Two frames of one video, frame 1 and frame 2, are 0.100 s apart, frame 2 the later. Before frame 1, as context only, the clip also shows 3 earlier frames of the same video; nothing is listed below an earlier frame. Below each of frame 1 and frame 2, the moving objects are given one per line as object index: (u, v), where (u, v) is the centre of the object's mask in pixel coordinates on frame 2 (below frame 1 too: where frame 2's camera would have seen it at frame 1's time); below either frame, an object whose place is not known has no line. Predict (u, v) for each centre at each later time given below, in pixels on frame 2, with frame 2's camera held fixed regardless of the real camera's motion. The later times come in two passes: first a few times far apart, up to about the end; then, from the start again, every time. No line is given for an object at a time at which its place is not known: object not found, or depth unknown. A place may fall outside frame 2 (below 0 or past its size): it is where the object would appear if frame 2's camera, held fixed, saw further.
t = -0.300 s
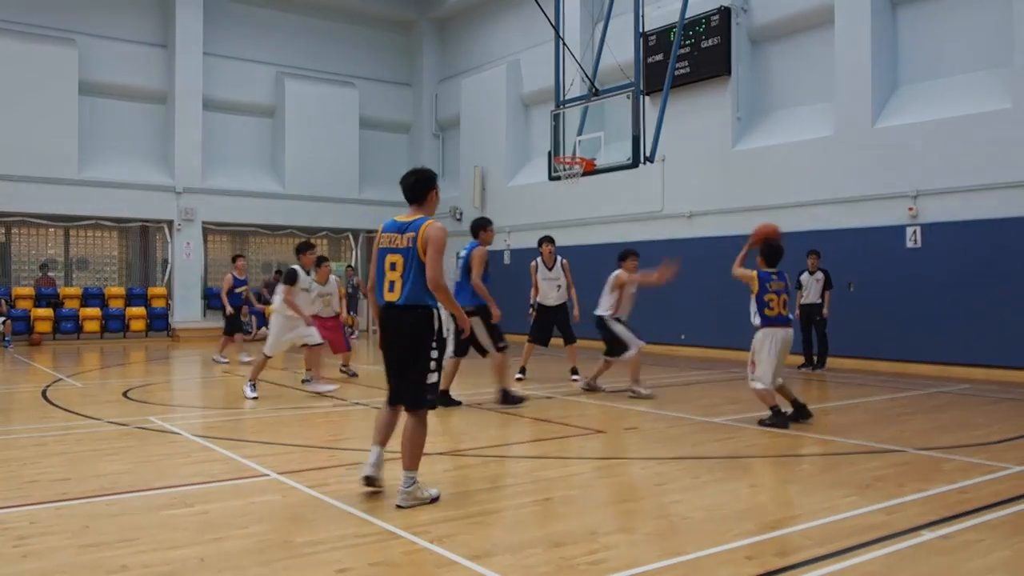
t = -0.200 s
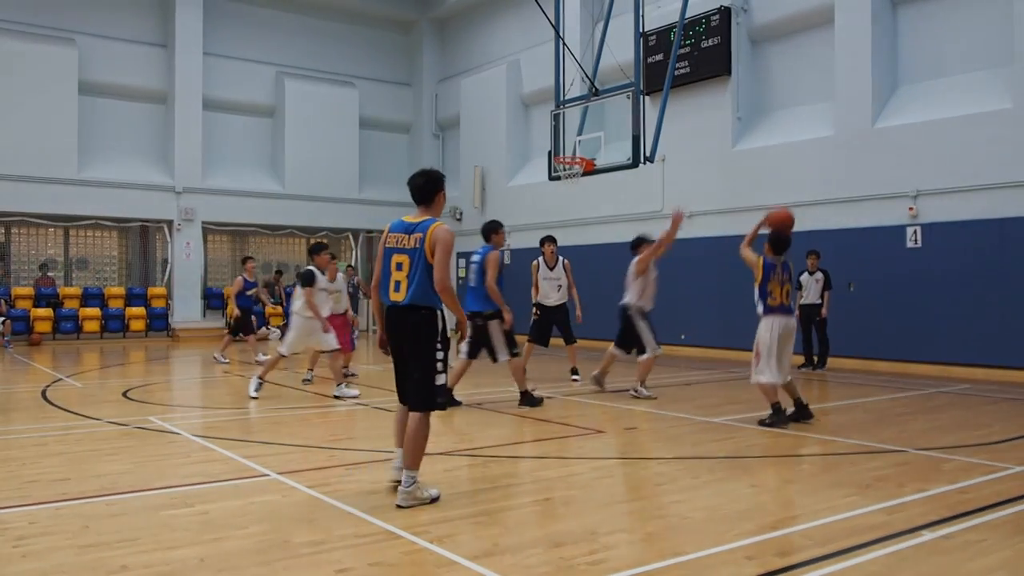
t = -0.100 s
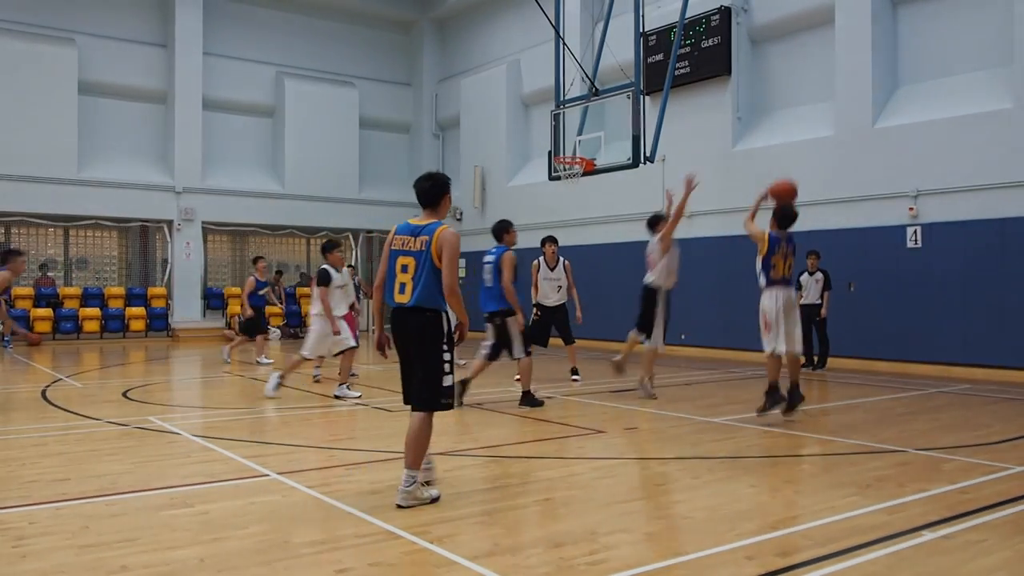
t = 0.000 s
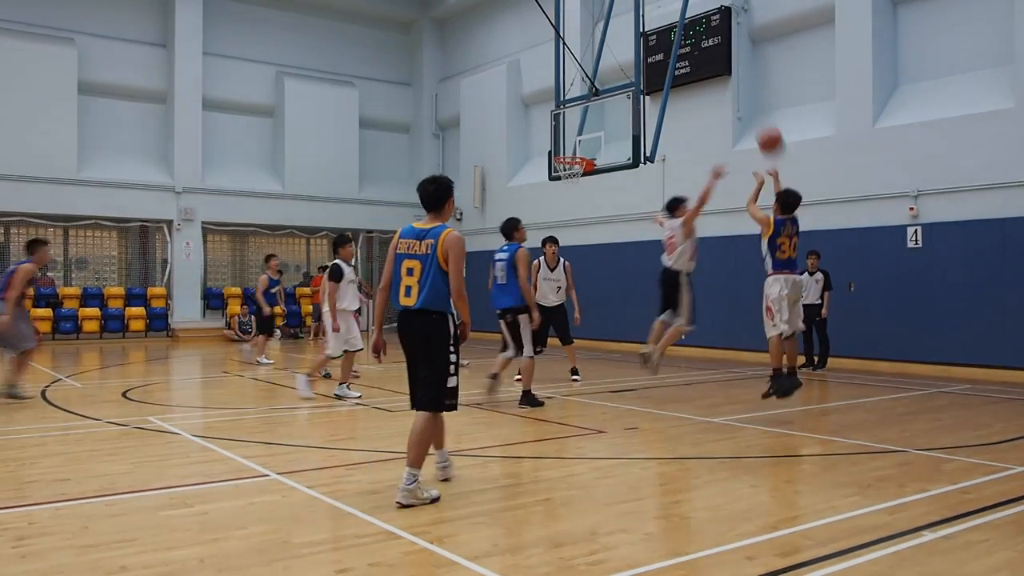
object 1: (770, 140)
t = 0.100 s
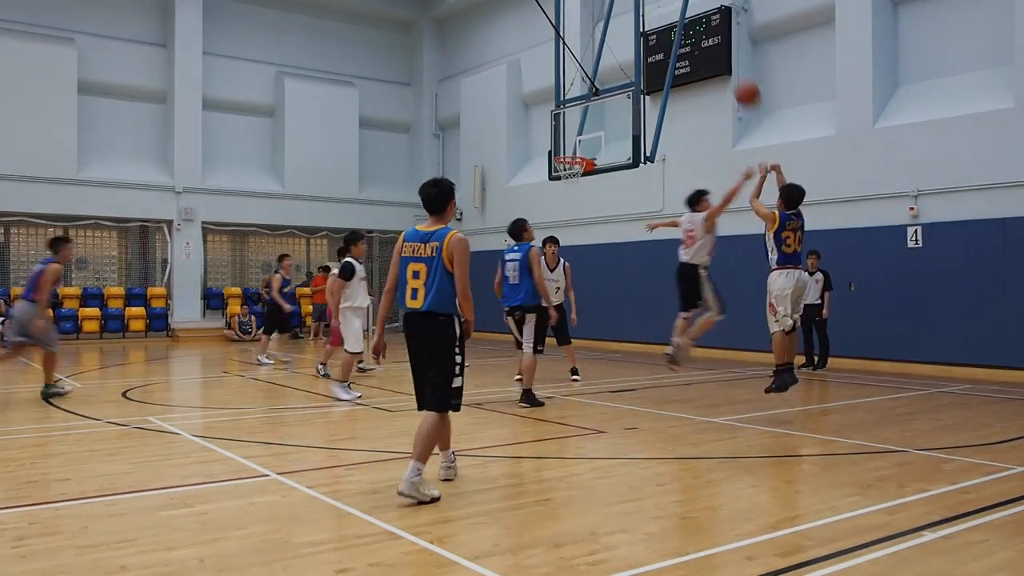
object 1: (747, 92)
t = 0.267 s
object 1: (714, 45)
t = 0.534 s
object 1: (671, 27)
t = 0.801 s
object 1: (635, 65)
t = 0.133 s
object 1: (740, 81)
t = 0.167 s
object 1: (732, 69)
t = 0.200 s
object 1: (726, 60)
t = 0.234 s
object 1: (720, 52)
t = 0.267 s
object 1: (714, 45)
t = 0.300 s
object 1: (707, 39)
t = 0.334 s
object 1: (702, 33)
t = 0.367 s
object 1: (696, 30)
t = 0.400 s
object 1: (692, 28)
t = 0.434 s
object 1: (687, 26)
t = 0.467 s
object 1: (681, 25)
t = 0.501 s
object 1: (675, 26)
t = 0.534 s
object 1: (671, 27)
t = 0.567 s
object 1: (666, 29)
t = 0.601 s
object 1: (662, 32)
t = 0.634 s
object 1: (657, 36)
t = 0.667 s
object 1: (652, 40)
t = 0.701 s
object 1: (647, 45)
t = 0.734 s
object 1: (643, 51)
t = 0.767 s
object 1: (639, 58)
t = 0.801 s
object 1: (635, 65)
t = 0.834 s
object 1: (632, 73)
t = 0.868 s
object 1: (628, 83)
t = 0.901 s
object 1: (624, 91)
